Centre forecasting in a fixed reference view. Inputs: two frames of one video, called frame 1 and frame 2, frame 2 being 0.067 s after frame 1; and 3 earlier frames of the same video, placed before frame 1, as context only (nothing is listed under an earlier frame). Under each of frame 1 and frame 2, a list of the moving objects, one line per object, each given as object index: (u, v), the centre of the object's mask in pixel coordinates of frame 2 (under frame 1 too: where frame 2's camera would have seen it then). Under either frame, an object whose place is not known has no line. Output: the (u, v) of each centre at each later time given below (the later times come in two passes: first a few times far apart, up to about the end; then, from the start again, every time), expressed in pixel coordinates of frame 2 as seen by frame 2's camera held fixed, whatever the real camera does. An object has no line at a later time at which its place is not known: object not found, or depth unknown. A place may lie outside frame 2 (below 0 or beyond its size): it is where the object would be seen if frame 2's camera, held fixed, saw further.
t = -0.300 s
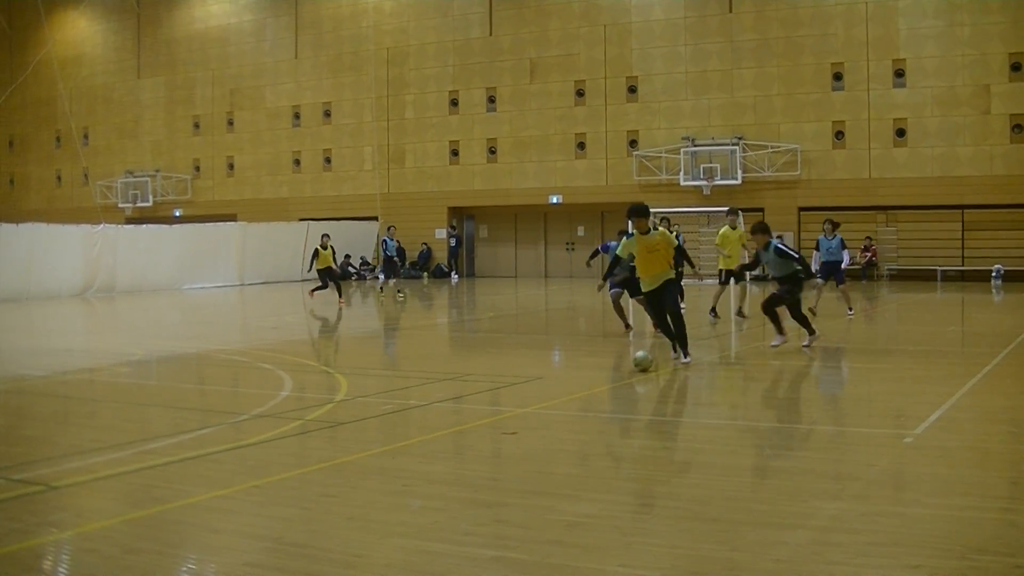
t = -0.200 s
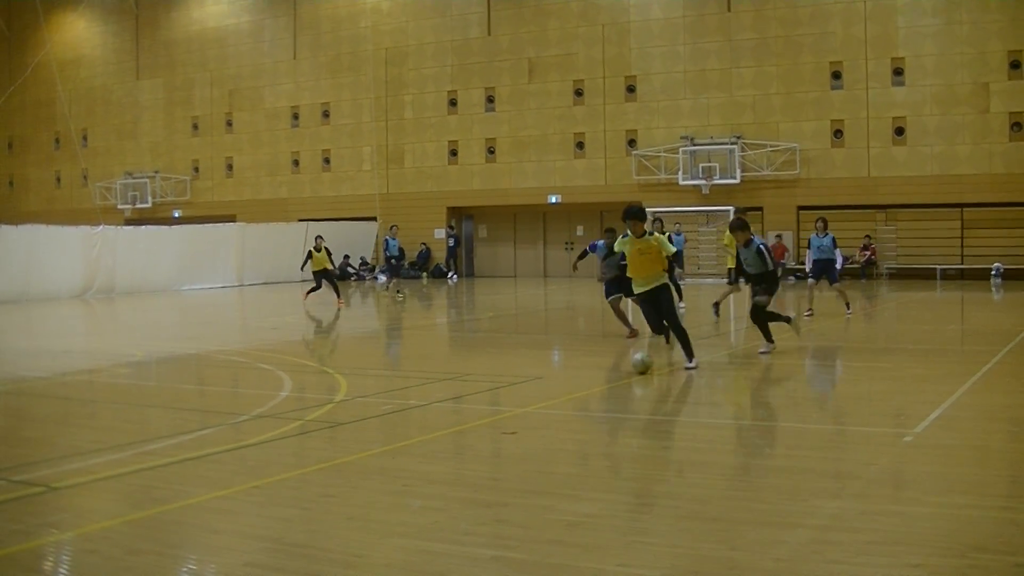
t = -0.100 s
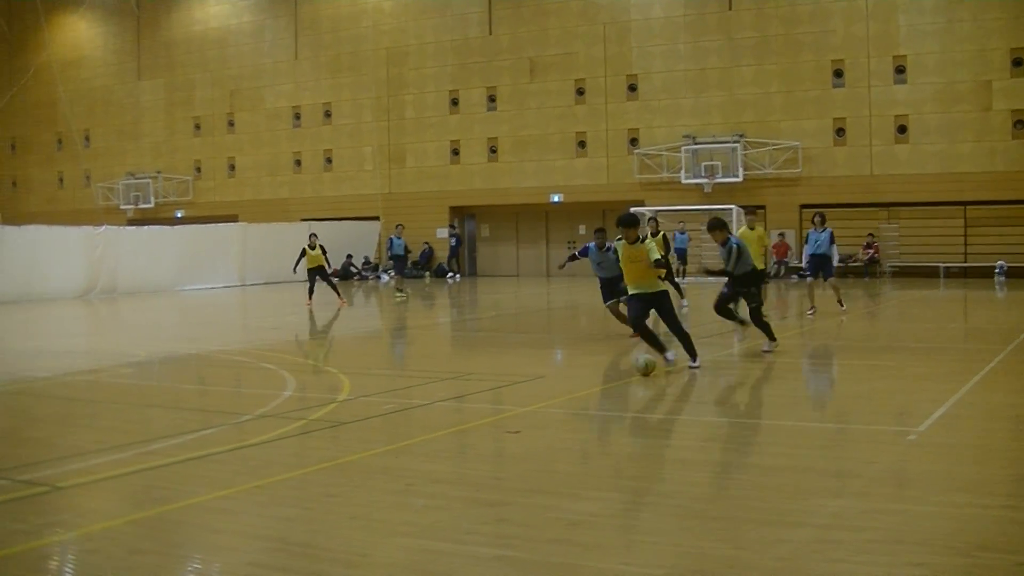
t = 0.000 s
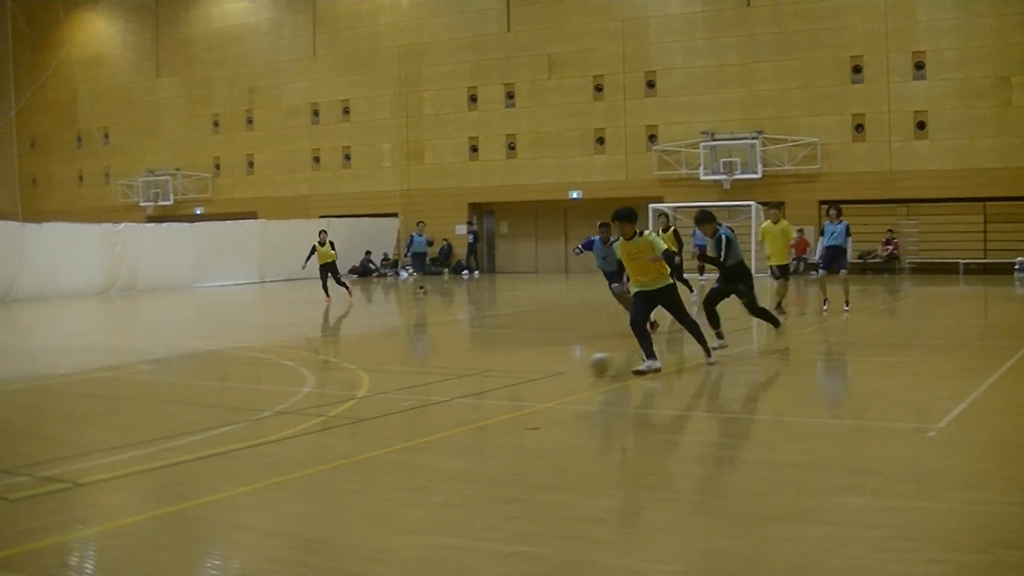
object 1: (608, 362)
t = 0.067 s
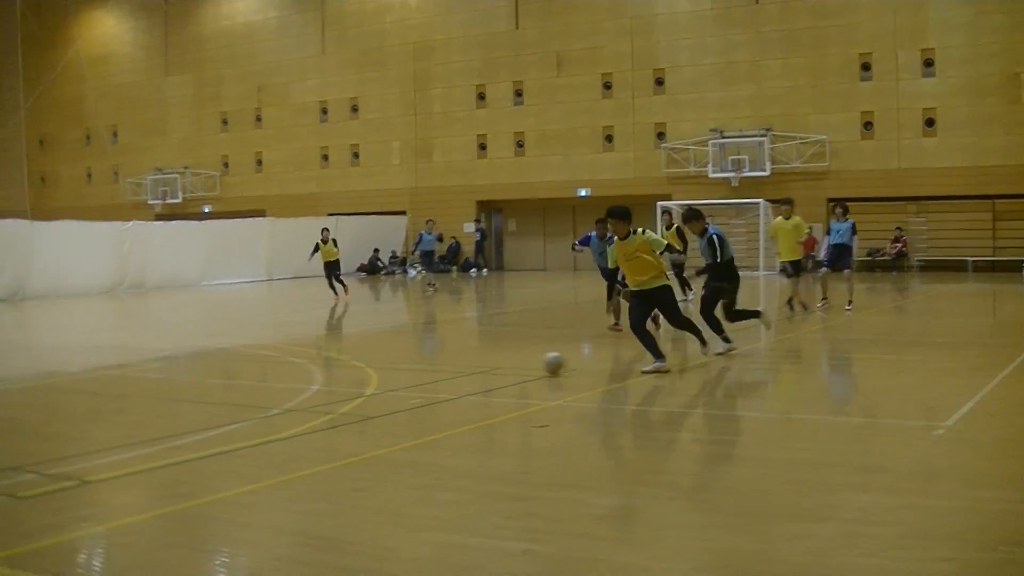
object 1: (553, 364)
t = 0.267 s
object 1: (400, 370)
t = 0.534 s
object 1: (216, 378)
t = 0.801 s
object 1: (48, 385)
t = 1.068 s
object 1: (-123, 394)
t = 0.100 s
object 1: (527, 366)
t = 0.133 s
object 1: (502, 366)
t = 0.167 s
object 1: (476, 366)
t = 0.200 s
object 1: (450, 368)
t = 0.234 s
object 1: (425, 369)
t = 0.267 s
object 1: (400, 370)
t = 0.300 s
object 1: (377, 371)
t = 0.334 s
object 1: (352, 372)
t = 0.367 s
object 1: (329, 372)
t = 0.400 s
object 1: (306, 374)
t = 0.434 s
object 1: (283, 375)
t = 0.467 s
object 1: (262, 376)
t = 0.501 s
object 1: (239, 377)
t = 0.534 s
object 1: (216, 378)
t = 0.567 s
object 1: (194, 379)
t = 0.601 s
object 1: (174, 380)
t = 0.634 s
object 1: (152, 381)
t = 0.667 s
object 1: (132, 382)
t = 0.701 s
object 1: (111, 383)
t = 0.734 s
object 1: (90, 383)
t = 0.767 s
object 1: (69, 384)
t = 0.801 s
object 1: (48, 385)
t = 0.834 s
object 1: (27, 387)
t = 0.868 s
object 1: (6, 388)
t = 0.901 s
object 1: (-16, 388)
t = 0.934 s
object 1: (-37, 389)
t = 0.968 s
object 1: (-58, 391)
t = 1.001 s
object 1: (-80, 391)
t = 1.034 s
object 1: (-101, 392)
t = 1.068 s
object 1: (-123, 394)
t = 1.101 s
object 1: (-145, 394)
